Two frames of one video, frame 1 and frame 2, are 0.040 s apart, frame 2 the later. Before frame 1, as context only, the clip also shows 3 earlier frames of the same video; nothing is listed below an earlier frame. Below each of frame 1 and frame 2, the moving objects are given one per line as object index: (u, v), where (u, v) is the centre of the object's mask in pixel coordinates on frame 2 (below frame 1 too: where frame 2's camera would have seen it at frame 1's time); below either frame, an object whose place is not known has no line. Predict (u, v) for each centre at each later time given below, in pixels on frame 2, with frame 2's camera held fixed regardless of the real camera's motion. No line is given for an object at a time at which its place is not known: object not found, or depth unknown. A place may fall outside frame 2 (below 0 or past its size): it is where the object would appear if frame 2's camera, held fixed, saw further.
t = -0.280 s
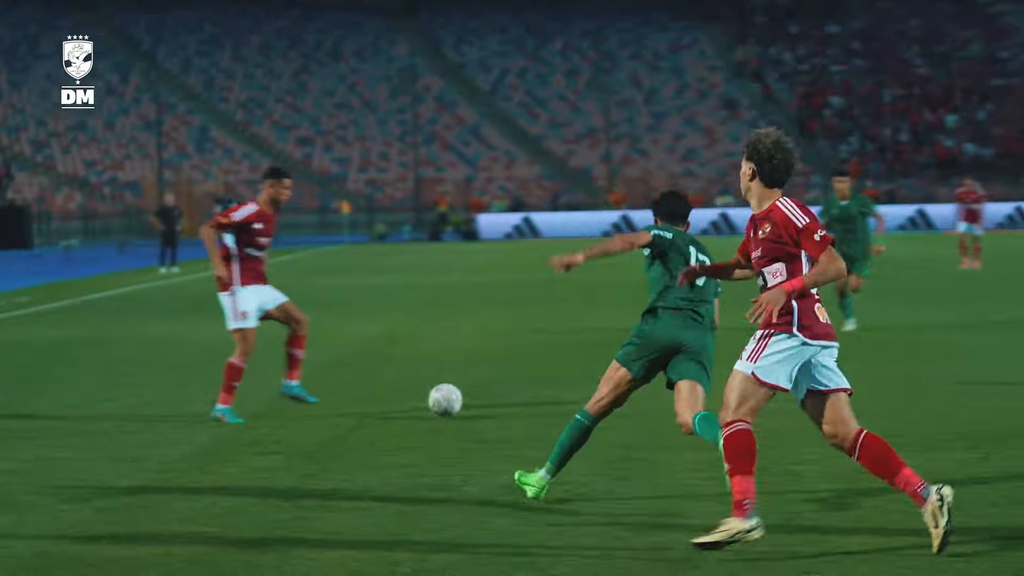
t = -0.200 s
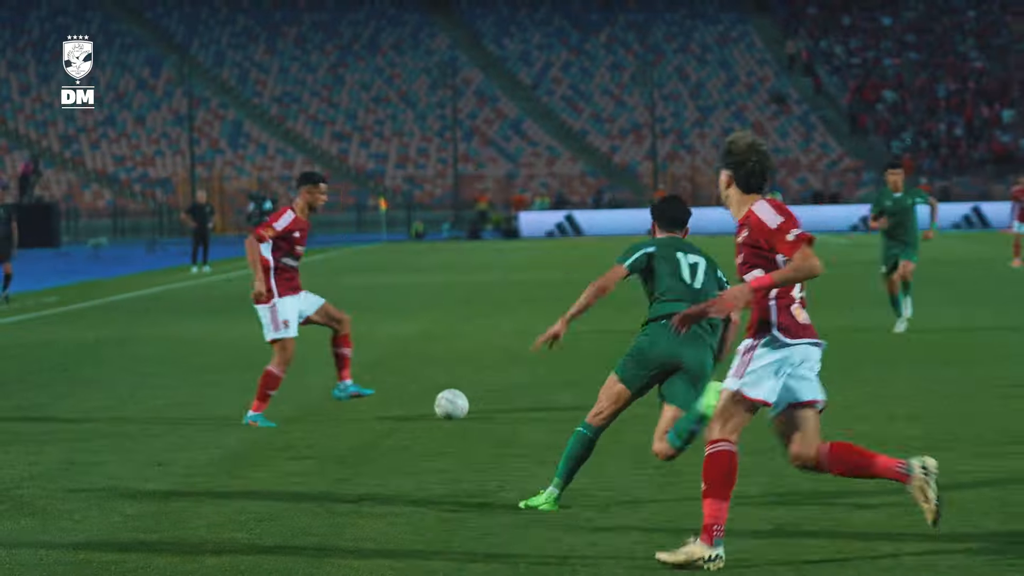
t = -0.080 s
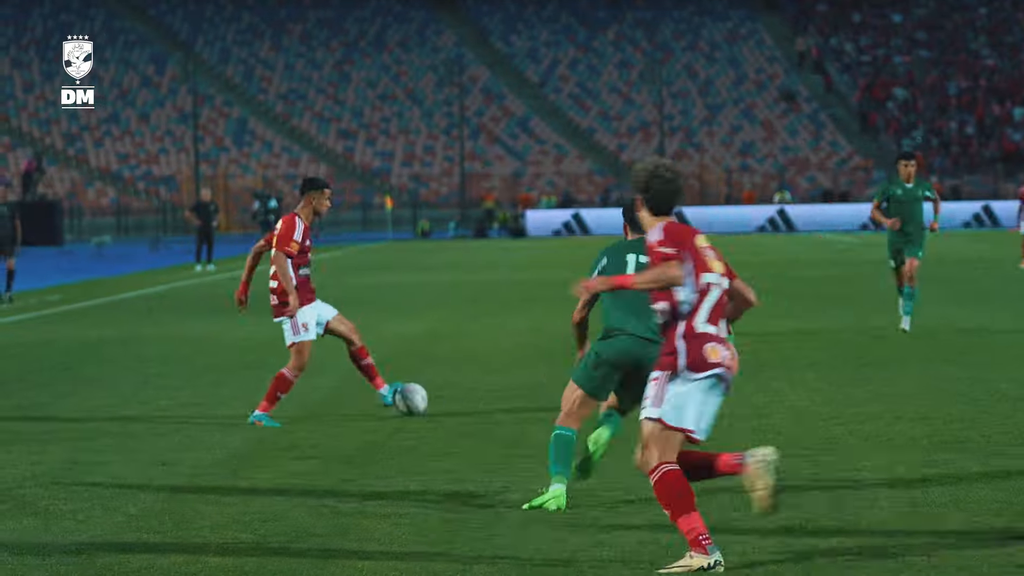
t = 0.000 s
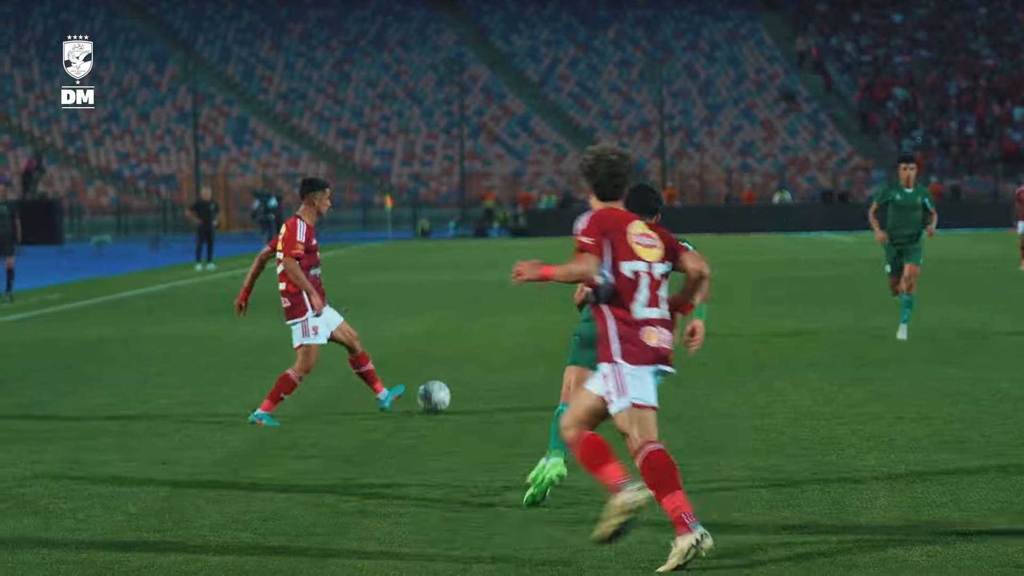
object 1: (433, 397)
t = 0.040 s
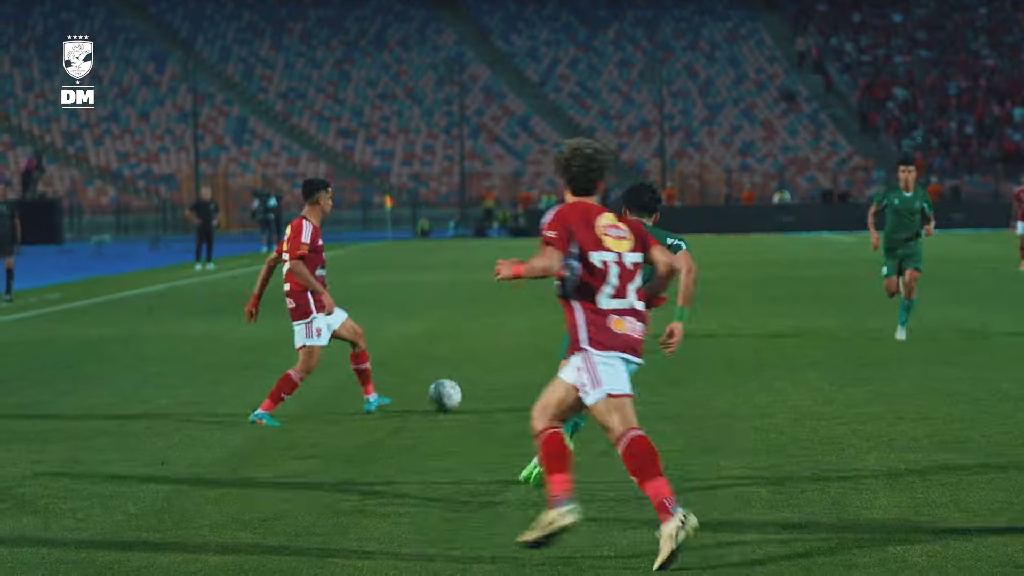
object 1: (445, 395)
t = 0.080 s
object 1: (456, 396)
